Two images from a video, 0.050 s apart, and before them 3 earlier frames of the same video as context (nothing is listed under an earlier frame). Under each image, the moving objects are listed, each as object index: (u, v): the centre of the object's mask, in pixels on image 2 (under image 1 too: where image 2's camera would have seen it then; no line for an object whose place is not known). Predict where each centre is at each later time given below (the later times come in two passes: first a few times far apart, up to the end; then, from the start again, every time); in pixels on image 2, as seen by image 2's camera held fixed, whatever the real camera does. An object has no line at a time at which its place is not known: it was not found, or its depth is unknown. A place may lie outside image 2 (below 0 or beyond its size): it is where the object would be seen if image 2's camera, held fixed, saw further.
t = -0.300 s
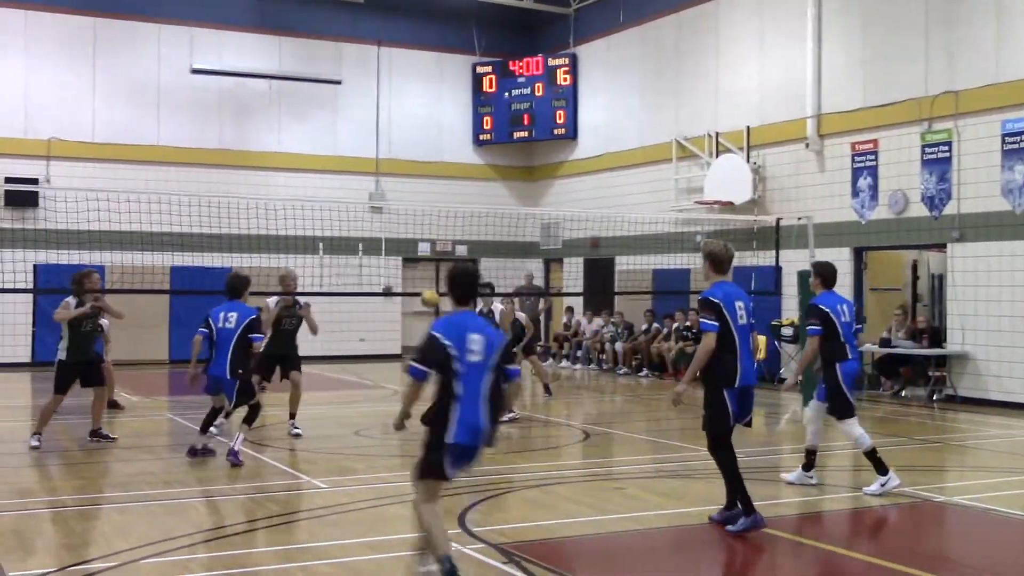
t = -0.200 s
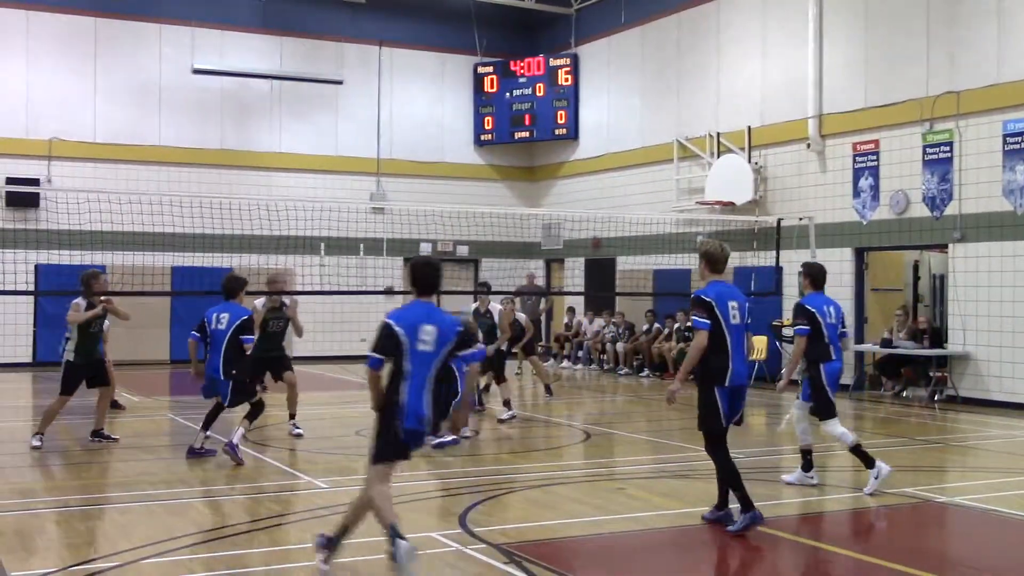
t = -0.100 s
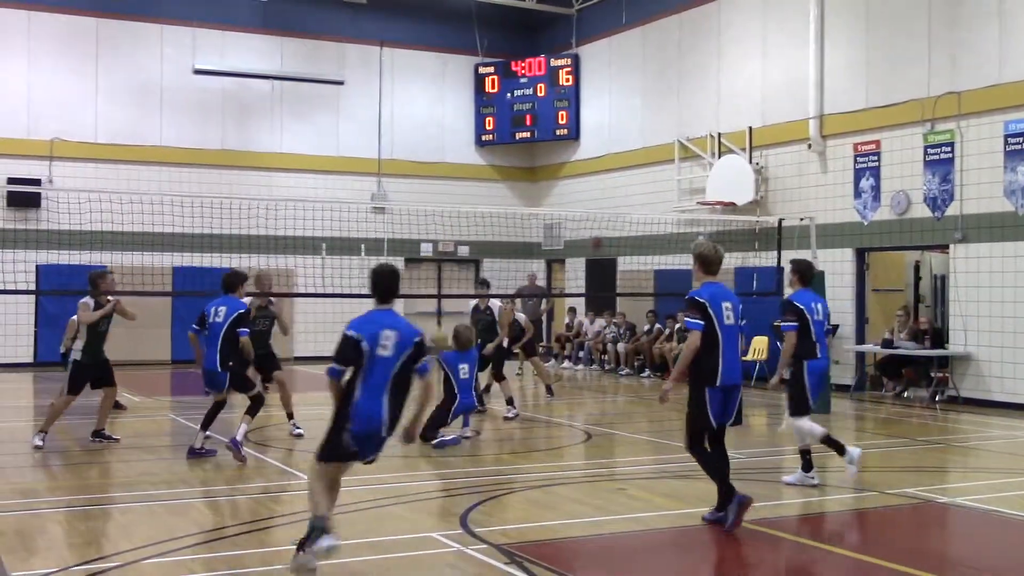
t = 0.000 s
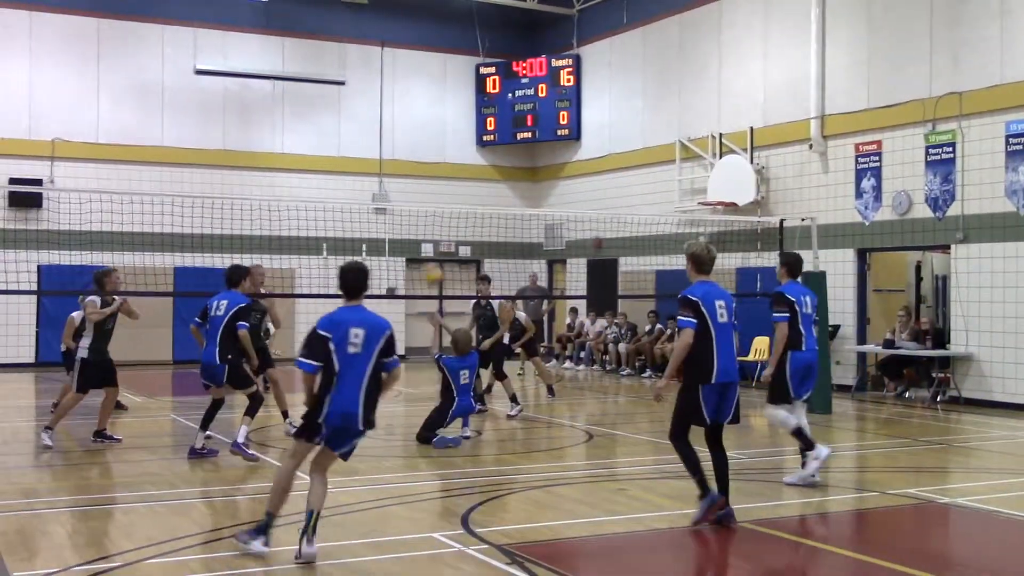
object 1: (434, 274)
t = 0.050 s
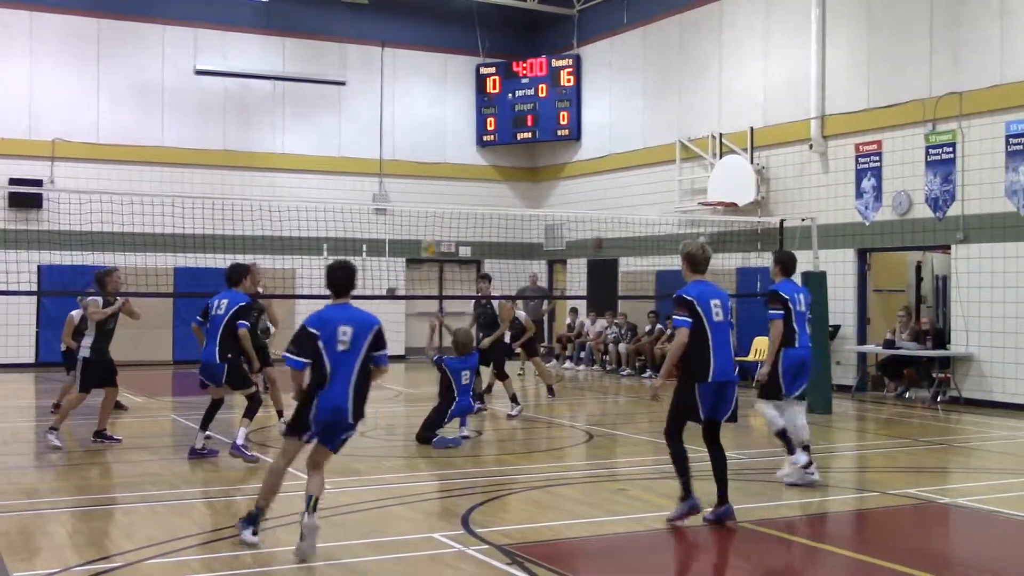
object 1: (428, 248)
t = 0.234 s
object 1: (420, 167)
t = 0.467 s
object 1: (403, 108)
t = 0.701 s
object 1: (388, 101)
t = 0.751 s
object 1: (384, 105)
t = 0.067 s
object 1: (431, 238)
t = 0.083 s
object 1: (430, 231)
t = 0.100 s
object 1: (427, 223)
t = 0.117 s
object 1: (427, 214)
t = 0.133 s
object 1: (425, 207)
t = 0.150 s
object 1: (425, 199)
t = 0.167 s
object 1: (424, 191)
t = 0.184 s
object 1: (422, 185)
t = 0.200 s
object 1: (422, 179)
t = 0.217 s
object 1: (421, 172)
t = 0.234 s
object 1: (420, 167)
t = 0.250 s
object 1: (418, 160)
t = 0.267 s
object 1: (417, 154)
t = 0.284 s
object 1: (416, 149)
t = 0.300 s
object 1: (415, 143)
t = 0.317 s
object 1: (414, 139)
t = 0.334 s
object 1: (413, 134)
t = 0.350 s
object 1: (411, 130)
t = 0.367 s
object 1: (410, 127)
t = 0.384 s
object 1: (409, 123)
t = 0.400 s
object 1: (408, 119)
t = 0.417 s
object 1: (407, 116)
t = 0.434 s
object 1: (406, 113)
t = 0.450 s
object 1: (405, 110)
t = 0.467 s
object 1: (403, 108)
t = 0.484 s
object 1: (402, 106)
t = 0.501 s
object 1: (401, 104)
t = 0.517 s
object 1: (400, 102)
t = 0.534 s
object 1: (399, 100)
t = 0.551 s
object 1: (398, 100)
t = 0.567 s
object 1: (397, 99)
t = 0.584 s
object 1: (396, 98)
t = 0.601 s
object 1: (394, 97)
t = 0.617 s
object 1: (393, 97)
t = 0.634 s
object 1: (392, 97)
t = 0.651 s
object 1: (392, 98)
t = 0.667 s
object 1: (391, 99)
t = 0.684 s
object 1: (389, 99)
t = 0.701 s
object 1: (388, 101)
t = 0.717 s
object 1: (386, 102)
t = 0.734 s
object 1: (386, 104)
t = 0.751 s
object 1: (384, 105)
